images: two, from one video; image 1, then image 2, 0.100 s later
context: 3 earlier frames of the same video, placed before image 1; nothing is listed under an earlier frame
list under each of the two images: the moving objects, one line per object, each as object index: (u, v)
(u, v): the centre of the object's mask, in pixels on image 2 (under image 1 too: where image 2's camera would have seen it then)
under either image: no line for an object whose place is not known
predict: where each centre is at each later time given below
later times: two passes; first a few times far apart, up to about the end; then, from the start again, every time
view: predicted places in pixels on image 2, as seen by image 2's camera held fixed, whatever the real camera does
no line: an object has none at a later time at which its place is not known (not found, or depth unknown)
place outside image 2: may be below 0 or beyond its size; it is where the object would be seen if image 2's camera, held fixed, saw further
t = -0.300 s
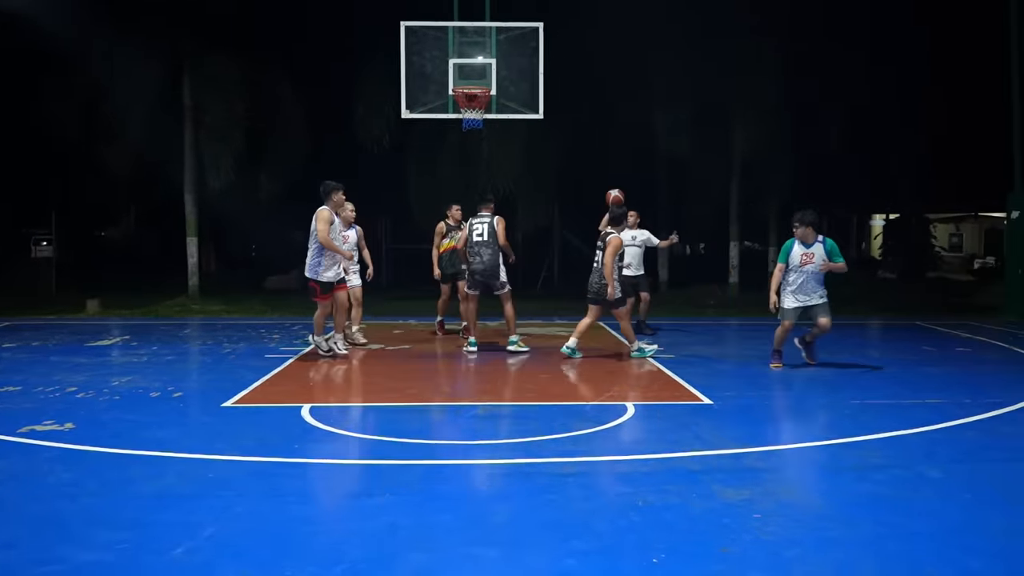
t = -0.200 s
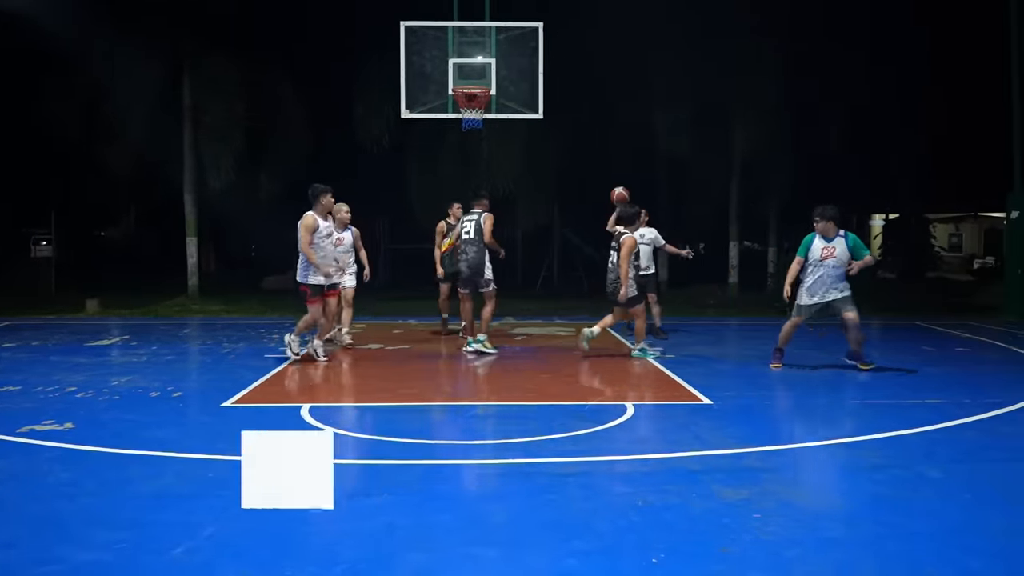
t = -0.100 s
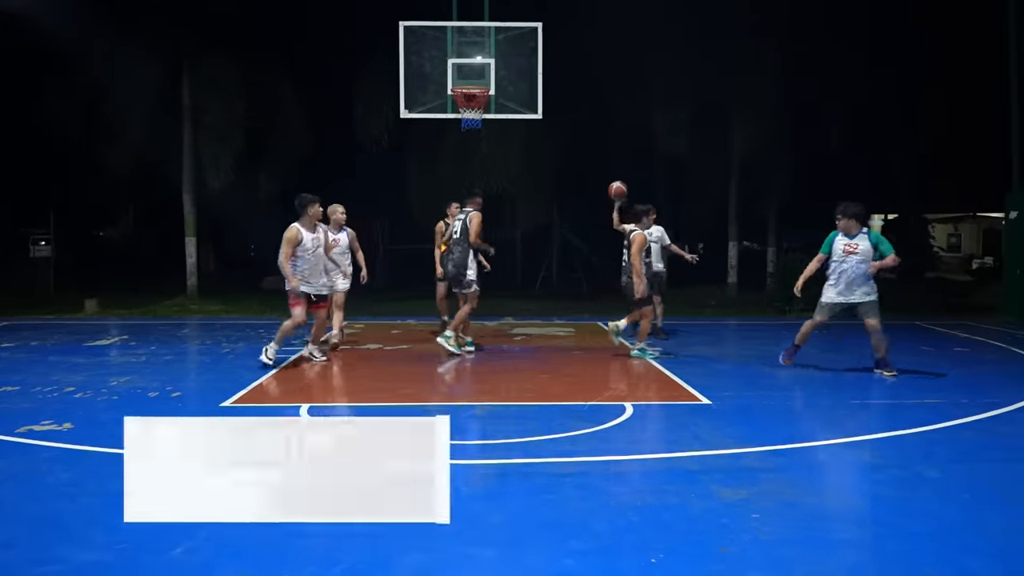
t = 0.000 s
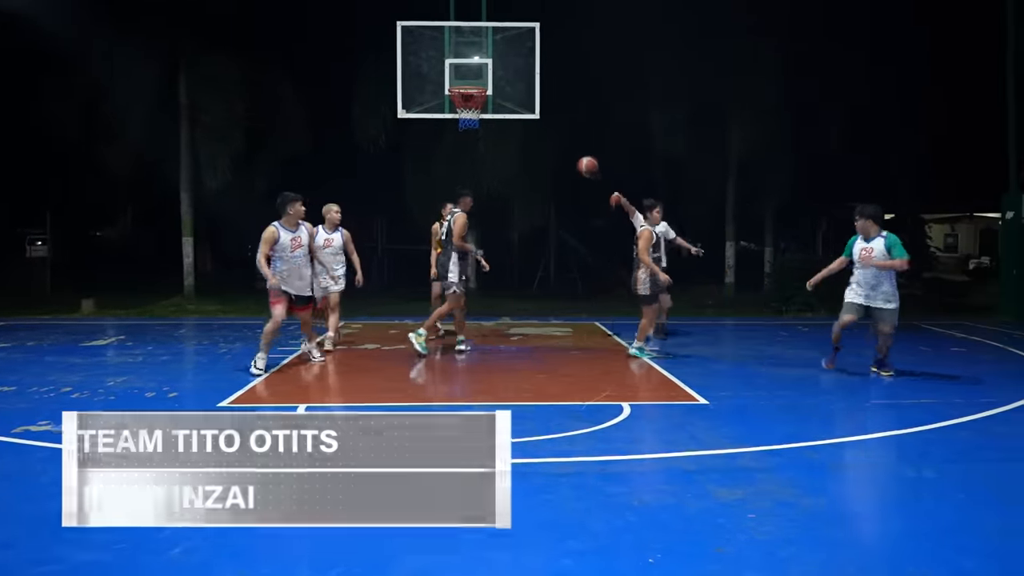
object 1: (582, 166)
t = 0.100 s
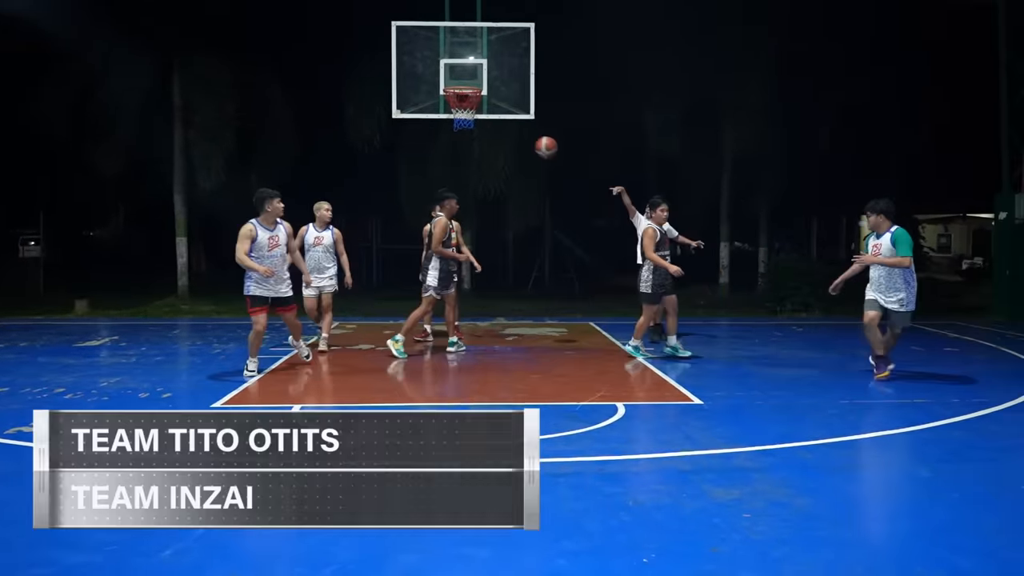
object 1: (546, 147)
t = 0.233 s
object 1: (492, 132)
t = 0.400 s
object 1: (413, 136)
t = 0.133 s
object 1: (533, 141)
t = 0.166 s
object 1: (520, 138)
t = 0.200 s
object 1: (506, 135)
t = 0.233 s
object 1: (492, 132)
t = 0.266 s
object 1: (478, 131)
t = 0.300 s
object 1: (462, 130)
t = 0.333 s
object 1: (446, 131)
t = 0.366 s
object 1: (430, 133)
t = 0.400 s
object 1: (413, 136)
